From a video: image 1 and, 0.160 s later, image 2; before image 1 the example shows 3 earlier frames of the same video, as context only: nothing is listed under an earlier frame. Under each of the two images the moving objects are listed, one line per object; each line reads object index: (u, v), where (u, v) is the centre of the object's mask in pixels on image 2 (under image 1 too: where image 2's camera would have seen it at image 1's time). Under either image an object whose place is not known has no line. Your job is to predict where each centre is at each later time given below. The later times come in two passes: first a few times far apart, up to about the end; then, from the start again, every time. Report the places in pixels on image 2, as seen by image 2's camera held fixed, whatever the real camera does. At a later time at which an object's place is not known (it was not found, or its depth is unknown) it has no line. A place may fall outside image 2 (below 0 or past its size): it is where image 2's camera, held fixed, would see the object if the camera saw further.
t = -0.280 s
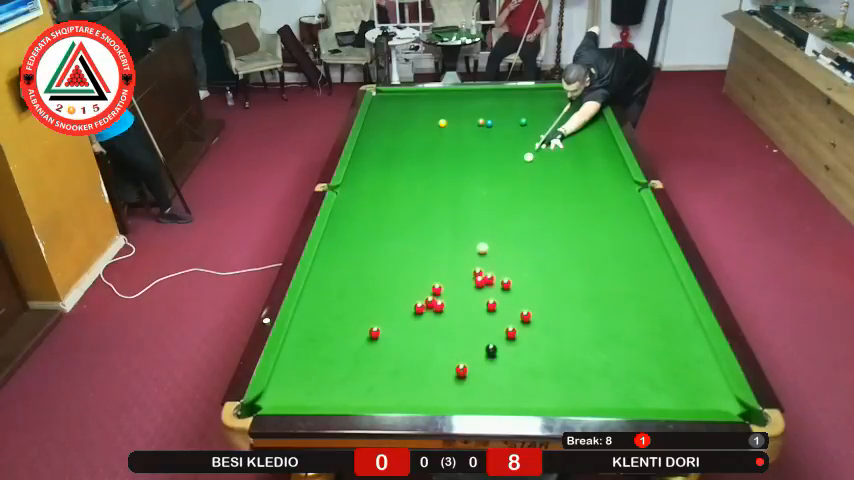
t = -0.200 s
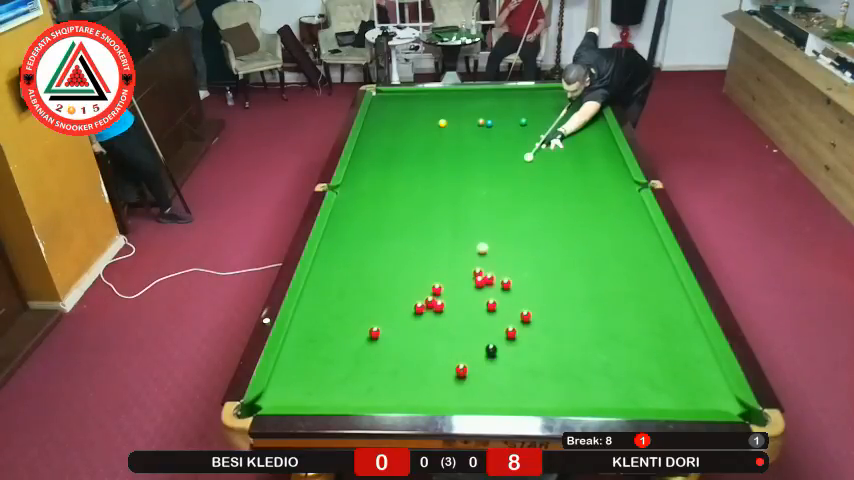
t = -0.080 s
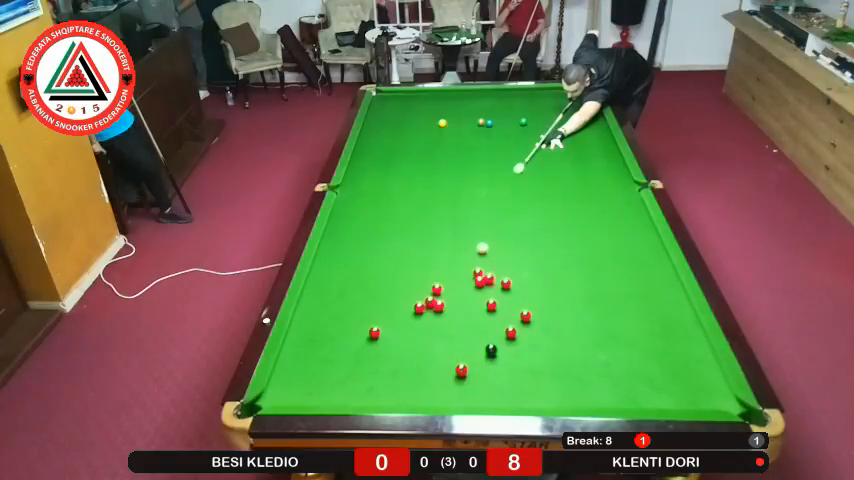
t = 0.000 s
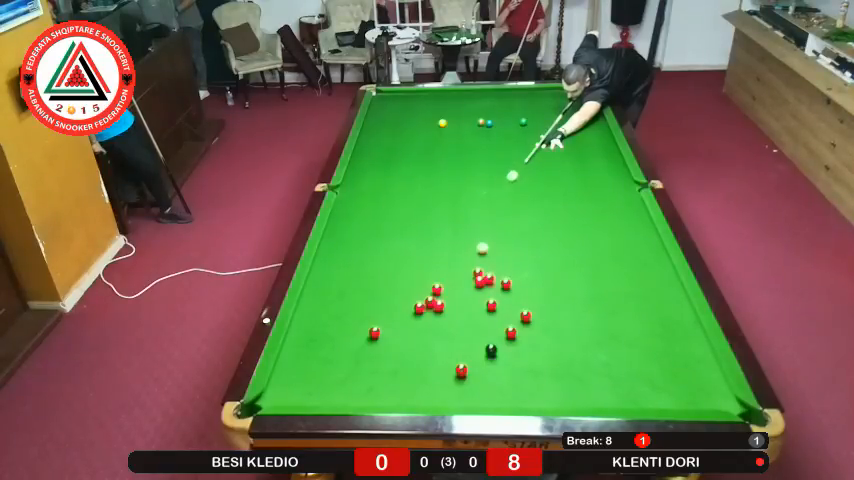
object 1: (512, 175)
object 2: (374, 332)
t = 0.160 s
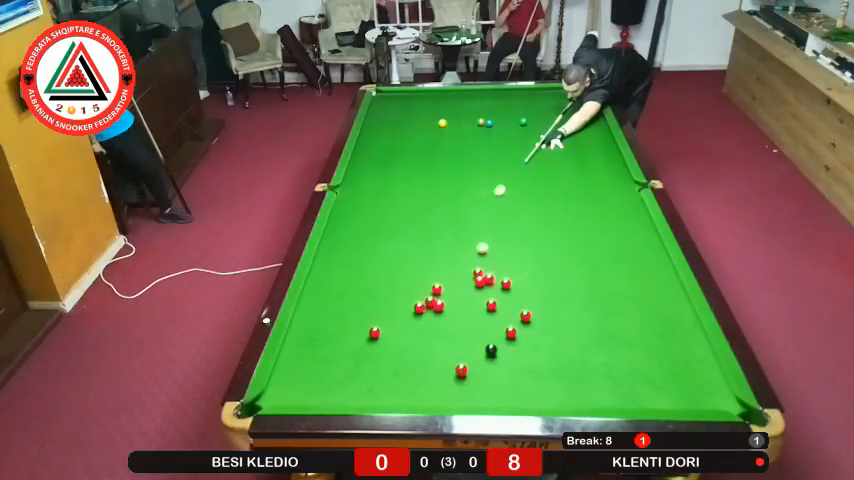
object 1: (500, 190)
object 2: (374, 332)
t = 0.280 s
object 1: (489, 201)
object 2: (374, 333)
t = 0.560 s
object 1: (464, 230)
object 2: (374, 333)
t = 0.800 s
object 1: (440, 258)
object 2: (374, 333)
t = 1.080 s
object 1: (408, 295)
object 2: (374, 333)
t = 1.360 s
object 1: (383, 328)
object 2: (363, 342)
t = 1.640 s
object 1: (380, 341)
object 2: (329, 372)
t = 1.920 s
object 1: (376, 354)
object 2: (296, 397)
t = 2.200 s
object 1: (373, 366)
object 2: (285, 379)
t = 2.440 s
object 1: (371, 375)
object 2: (282, 366)
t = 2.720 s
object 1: (368, 386)
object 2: (295, 354)
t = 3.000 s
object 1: (366, 394)
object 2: (306, 344)
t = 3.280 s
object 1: (364, 396)
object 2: (315, 334)
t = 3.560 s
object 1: (365, 393)
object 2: (323, 327)
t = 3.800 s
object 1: (366, 391)
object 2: (328, 322)
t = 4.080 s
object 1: (367, 390)
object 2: (333, 318)
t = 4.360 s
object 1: (367, 390)
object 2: (337, 314)
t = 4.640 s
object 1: (366, 390)
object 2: (338, 312)
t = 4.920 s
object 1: (367, 389)
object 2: (340, 311)
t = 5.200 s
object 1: (367, 390)
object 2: (340, 310)
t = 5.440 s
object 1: (367, 389)
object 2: (340, 311)
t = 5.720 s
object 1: (367, 389)
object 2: (340, 310)
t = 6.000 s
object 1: (367, 390)
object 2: (340, 310)
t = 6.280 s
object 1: (367, 390)
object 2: (340, 310)
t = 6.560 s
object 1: (367, 389)
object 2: (340, 310)
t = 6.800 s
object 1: (367, 389)
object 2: (340, 310)
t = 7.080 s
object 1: (367, 389)
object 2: (340, 310)
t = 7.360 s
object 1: (367, 389)
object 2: (340, 310)
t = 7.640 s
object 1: (367, 389)
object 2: (340, 310)
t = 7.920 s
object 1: (367, 389)
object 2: (340, 310)
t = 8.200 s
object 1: (367, 389)
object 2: (340, 311)
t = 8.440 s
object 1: (367, 389)
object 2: (340, 311)
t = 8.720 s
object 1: (367, 390)
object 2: (340, 311)
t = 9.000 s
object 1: (367, 389)
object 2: (340, 311)
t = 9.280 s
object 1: (367, 390)
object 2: (340, 311)
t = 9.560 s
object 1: (367, 389)
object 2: (340, 311)
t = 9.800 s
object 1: (367, 389)
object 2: (340, 311)
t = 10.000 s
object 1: (367, 389)
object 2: (340, 311)
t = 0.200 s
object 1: (496, 194)
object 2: (374, 332)
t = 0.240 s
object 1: (493, 198)
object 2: (374, 333)
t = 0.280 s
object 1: (489, 201)
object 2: (374, 333)
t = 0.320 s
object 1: (486, 205)
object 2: (374, 332)
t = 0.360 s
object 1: (482, 209)
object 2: (374, 333)
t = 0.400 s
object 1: (479, 213)
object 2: (374, 333)
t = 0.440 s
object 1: (475, 218)
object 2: (374, 333)
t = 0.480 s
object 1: (472, 222)
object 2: (374, 333)
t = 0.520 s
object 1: (468, 226)
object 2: (374, 333)
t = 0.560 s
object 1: (464, 230)
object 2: (374, 333)
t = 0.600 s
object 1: (461, 235)
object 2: (374, 333)
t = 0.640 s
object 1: (457, 239)
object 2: (374, 333)
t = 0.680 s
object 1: (453, 244)
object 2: (374, 332)
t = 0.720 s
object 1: (449, 248)
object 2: (374, 333)
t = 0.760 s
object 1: (445, 253)
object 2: (374, 333)
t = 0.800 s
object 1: (440, 258)
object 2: (374, 333)
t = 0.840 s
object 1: (436, 263)
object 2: (374, 333)
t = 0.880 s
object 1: (432, 268)
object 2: (374, 333)
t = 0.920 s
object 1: (427, 273)
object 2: (374, 333)
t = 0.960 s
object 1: (423, 278)
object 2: (374, 333)
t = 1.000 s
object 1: (418, 284)
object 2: (374, 333)
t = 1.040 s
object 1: (413, 289)
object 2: (374, 333)
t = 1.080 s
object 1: (408, 295)
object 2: (374, 333)
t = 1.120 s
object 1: (403, 300)
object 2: (374, 333)
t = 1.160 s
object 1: (398, 306)
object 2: (374, 333)
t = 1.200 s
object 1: (393, 312)
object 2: (374, 333)
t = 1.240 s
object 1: (388, 318)
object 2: (374, 333)
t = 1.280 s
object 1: (383, 324)
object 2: (374, 333)
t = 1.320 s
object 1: (383, 326)
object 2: (369, 337)
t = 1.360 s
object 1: (383, 328)
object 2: (363, 342)
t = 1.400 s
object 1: (382, 329)
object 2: (357, 347)
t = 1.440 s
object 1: (382, 331)
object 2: (352, 351)
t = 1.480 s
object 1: (382, 333)
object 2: (348, 355)
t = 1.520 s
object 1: (381, 335)
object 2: (343, 359)
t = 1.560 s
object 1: (381, 337)
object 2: (338, 364)
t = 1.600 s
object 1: (380, 339)
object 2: (333, 368)
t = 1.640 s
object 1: (380, 341)
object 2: (329, 372)
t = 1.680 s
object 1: (379, 343)
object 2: (324, 376)
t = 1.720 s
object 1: (379, 344)
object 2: (318, 381)
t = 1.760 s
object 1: (378, 346)
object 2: (313, 385)
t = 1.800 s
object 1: (378, 348)
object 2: (309, 389)
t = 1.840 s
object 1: (377, 350)
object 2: (304, 393)
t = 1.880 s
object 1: (377, 352)
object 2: (299, 396)
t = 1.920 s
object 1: (376, 354)
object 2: (296, 397)
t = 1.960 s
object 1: (376, 355)
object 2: (294, 394)
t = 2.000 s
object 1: (376, 357)
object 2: (292, 392)
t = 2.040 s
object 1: (375, 359)
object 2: (291, 390)
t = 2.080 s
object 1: (375, 361)
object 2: (289, 387)
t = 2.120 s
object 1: (374, 362)
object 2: (287, 385)
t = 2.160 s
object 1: (374, 364)
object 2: (286, 382)
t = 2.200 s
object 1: (373, 366)
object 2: (285, 379)
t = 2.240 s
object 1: (373, 367)
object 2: (283, 377)
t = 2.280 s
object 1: (372, 369)
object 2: (281, 375)
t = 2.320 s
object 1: (372, 371)
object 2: (280, 372)
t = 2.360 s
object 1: (371, 372)
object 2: (278, 370)
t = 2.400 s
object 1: (371, 374)
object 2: (280, 368)
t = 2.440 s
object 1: (371, 375)
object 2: (282, 366)
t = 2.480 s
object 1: (370, 377)
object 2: (284, 364)
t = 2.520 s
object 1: (370, 379)
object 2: (286, 362)
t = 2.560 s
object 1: (369, 380)
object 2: (288, 361)
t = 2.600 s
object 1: (369, 382)
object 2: (290, 359)
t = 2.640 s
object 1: (369, 383)
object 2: (292, 357)
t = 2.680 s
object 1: (368, 384)
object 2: (294, 355)
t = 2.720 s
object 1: (368, 386)
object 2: (295, 354)
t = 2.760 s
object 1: (368, 387)
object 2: (297, 352)
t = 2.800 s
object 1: (367, 389)
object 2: (299, 350)
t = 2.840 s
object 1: (367, 390)
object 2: (301, 349)
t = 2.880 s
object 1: (366, 391)
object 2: (302, 348)
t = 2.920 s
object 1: (366, 392)
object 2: (303, 346)
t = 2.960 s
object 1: (366, 393)
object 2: (305, 345)
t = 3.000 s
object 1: (366, 394)
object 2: (306, 344)
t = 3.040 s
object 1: (365, 394)
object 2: (308, 342)
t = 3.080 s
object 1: (365, 395)
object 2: (309, 341)
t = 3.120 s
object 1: (364, 396)
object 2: (310, 340)
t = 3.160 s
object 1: (364, 397)
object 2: (312, 338)
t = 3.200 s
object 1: (364, 397)
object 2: (313, 337)
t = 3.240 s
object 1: (364, 396)
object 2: (314, 336)
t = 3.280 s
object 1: (364, 396)
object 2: (315, 334)
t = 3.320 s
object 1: (364, 395)
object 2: (317, 333)
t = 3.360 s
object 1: (364, 395)
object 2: (318, 332)
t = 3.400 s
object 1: (364, 394)
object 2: (319, 331)
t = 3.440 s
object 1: (365, 394)
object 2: (320, 330)
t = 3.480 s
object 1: (365, 394)
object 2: (321, 329)
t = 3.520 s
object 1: (365, 393)
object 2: (322, 328)
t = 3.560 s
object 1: (365, 393)
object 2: (323, 327)
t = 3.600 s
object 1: (365, 392)
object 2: (324, 326)
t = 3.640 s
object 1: (365, 392)
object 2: (325, 325)
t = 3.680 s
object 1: (365, 392)
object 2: (326, 325)
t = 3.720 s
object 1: (365, 392)
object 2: (326, 324)
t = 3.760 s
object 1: (366, 392)
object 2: (327, 323)
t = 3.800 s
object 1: (366, 391)
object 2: (328, 322)
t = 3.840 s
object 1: (366, 391)
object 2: (329, 321)
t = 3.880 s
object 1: (366, 391)
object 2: (330, 321)
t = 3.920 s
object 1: (366, 390)
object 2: (330, 320)
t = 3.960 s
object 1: (366, 390)
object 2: (331, 320)
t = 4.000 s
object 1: (367, 390)
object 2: (332, 319)
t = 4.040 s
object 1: (367, 390)
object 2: (332, 318)
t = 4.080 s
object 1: (367, 390)
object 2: (333, 318)
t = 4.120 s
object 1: (366, 390)
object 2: (333, 317)
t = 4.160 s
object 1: (367, 390)
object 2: (334, 316)
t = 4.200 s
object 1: (367, 390)
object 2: (335, 316)
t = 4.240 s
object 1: (367, 390)
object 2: (335, 315)
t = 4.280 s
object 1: (367, 390)
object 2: (335, 315)
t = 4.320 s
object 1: (367, 390)
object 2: (336, 314)
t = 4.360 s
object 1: (367, 390)
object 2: (337, 314)
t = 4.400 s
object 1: (366, 390)
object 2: (337, 314)
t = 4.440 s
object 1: (366, 390)
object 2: (337, 313)
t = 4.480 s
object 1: (366, 390)
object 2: (337, 313)
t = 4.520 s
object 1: (366, 390)
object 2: (338, 313)
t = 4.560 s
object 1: (366, 390)
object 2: (338, 312)
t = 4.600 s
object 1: (366, 390)
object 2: (338, 312)
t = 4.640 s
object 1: (366, 390)
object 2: (338, 312)
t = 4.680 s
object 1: (366, 390)
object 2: (339, 312)
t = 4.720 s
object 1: (366, 389)
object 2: (339, 311)
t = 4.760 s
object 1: (366, 389)
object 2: (339, 311)
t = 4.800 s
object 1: (367, 389)
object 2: (339, 311)
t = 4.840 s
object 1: (367, 389)
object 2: (339, 311)
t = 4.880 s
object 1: (367, 389)
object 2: (340, 311)
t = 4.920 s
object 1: (367, 389)
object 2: (340, 311)
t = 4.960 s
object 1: (367, 389)
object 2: (340, 311)
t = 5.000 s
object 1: (367, 389)
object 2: (340, 311)
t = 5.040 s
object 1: (367, 389)
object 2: (340, 311)
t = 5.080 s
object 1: (367, 390)
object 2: (340, 311)
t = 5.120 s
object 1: (367, 389)
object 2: (340, 311)
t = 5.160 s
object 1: (367, 389)
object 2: (340, 311)
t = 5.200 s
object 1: (367, 390)
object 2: (340, 310)
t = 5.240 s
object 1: (367, 389)
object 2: (340, 311)
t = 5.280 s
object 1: (367, 389)
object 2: (340, 311)
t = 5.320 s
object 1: (367, 389)
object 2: (340, 311)
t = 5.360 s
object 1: (367, 389)
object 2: (340, 311)
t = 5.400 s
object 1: (367, 390)
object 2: (340, 311)
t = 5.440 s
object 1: (367, 389)
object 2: (340, 311)
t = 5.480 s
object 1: (367, 389)
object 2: (340, 310)
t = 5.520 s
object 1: (367, 390)
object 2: (340, 310)
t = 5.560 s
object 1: (367, 389)
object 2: (340, 310)
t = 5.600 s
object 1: (367, 390)
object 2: (340, 310)
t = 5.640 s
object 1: (367, 389)
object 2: (340, 310)
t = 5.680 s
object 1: (367, 389)
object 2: (340, 310)
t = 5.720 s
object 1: (367, 389)
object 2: (340, 310)
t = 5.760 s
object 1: (367, 389)
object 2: (340, 310)
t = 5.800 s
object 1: (367, 390)
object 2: (340, 310)
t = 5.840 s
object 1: (367, 389)
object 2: (340, 310)
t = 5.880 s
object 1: (367, 389)
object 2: (340, 310)
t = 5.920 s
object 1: (367, 389)
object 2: (340, 310)
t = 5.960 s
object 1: (367, 389)
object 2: (340, 310)
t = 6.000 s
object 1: (367, 390)
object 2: (340, 310)
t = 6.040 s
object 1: (367, 389)
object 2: (340, 310)
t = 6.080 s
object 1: (367, 389)
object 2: (340, 310)
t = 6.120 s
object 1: (367, 390)
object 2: (340, 310)
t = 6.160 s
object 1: (367, 389)
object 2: (340, 310)
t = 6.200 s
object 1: (367, 389)
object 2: (340, 310)
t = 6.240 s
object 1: (367, 389)
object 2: (340, 310)
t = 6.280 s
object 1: (367, 390)
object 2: (340, 310)
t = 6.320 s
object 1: (367, 389)
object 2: (340, 310)
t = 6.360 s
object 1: (367, 389)
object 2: (340, 310)
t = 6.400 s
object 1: (367, 389)
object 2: (340, 310)
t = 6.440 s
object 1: (367, 390)
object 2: (340, 310)
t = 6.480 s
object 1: (367, 389)
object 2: (340, 310)
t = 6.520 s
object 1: (367, 389)
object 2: (340, 310)
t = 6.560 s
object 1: (367, 389)
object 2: (340, 310)
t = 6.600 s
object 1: (367, 389)
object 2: (340, 310)
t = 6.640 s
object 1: (367, 390)
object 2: (340, 310)
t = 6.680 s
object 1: (367, 389)
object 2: (340, 310)
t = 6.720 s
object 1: (367, 389)
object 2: (340, 310)
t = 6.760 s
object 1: (367, 390)
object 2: (340, 310)
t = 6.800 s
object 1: (367, 389)
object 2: (340, 310)
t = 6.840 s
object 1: (367, 390)
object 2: (340, 310)
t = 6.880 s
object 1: (367, 389)
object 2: (340, 310)
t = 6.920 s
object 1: (367, 390)
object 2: (340, 310)
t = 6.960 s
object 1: (367, 389)
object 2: (340, 310)
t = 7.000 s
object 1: (367, 389)
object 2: (340, 310)
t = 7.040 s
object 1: (367, 389)
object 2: (340, 310)
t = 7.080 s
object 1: (367, 389)
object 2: (340, 310)
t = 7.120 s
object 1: (367, 389)
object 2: (340, 310)
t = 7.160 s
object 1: (367, 390)
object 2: (340, 310)
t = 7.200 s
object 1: (367, 389)
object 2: (340, 310)
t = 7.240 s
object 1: (367, 390)
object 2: (340, 310)
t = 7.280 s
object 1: (367, 389)
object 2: (340, 310)
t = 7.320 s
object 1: (367, 389)
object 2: (340, 310)
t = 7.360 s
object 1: (367, 389)
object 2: (340, 310)
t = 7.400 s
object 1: (367, 389)
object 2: (340, 310)
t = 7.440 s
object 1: (367, 389)
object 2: (340, 310)
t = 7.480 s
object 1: (367, 389)
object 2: (340, 310)
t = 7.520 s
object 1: (367, 390)
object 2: (340, 310)
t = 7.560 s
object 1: (367, 389)
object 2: (340, 310)
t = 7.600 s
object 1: (367, 390)
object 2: (340, 310)
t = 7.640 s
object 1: (367, 389)
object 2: (340, 310)
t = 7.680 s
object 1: (367, 390)
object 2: (340, 310)
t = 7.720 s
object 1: (367, 389)
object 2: (340, 310)
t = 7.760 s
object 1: (367, 389)
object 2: (340, 310)
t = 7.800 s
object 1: (367, 389)
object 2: (340, 310)
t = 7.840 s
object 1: (367, 390)
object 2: (340, 310)
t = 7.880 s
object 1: (367, 389)
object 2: (340, 310)
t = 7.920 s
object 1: (367, 389)
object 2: (340, 310)
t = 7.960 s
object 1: (367, 390)
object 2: (340, 310)
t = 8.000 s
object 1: (367, 389)
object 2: (340, 310)
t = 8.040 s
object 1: (367, 389)
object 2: (340, 311)
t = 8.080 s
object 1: (367, 389)
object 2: (340, 310)
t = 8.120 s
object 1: (367, 390)
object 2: (340, 311)
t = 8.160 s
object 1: (367, 389)
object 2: (340, 311)
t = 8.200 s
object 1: (367, 389)
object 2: (340, 311)
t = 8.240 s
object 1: (367, 390)
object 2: (340, 311)
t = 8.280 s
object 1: (367, 389)
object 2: (339, 311)
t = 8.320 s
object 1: (367, 390)
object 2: (340, 311)
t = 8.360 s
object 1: (367, 389)
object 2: (340, 311)
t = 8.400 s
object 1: (367, 390)
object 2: (340, 311)
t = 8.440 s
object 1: (367, 389)
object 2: (340, 311)
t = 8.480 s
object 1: (367, 389)
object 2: (340, 311)
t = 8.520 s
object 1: (367, 390)
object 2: (340, 311)
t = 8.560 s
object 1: (367, 389)
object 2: (340, 311)
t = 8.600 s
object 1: (367, 389)
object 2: (340, 311)
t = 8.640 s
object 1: (367, 389)
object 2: (340, 311)
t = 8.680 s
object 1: (367, 389)
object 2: (340, 311)
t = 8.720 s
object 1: (367, 390)
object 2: (340, 311)
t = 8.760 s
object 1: (367, 389)
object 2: (340, 311)
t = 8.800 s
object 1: (367, 389)
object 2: (340, 311)
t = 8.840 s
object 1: (367, 390)
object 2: (340, 311)
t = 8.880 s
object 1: (367, 389)
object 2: (340, 311)
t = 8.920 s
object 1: (367, 390)
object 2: (340, 311)
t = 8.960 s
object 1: (367, 389)
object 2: (340, 311)
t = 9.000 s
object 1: (367, 389)
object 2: (340, 311)
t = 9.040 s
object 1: (367, 389)
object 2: (340, 311)
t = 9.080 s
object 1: (367, 389)
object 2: (340, 311)
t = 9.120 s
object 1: (367, 390)
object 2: (340, 311)
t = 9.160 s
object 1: (367, 389)
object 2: (340, 311)
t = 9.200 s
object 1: (367, 390)
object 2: (340, 311)
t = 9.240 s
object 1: (367, 389)
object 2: (340, 311)
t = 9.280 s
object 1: (367, 390)
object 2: (340, 311)
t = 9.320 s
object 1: (367, 389)
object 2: (340, 311)
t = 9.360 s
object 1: (367, 389)
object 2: (340, 311)
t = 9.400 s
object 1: (367, 389)
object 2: (340, 311)
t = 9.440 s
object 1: (367, 389)
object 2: (340, 311)
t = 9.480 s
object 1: (367, 389)
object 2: (340, 311)
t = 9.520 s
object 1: (367, 390)
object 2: (340, 311)
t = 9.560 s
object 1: (367, 389)
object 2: (340, 311)
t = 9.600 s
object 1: (367, 390)
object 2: (340, 311)
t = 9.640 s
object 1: (367, 389)
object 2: (340, 311)
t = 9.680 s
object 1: (367, 390)
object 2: (340, 311)
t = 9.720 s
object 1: (367, 389)
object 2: (340, 311)
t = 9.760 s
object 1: (367, 389)
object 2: (340, 311)
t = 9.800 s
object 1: (367, 389)
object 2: (340, 311)
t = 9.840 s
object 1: (367, 390)
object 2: (340, 311)
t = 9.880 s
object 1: (367, 389)
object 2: (340, 310)
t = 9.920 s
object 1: (367, 389)
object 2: (340, 310)
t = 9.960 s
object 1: (367, 390)
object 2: (340, 310)
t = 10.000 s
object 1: (367, 389)
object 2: (340, 311)
